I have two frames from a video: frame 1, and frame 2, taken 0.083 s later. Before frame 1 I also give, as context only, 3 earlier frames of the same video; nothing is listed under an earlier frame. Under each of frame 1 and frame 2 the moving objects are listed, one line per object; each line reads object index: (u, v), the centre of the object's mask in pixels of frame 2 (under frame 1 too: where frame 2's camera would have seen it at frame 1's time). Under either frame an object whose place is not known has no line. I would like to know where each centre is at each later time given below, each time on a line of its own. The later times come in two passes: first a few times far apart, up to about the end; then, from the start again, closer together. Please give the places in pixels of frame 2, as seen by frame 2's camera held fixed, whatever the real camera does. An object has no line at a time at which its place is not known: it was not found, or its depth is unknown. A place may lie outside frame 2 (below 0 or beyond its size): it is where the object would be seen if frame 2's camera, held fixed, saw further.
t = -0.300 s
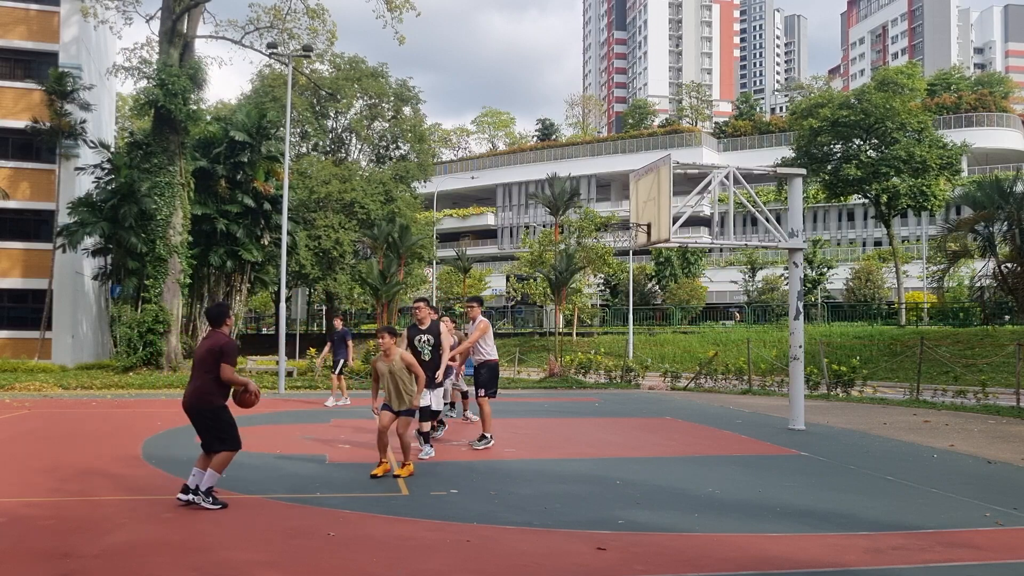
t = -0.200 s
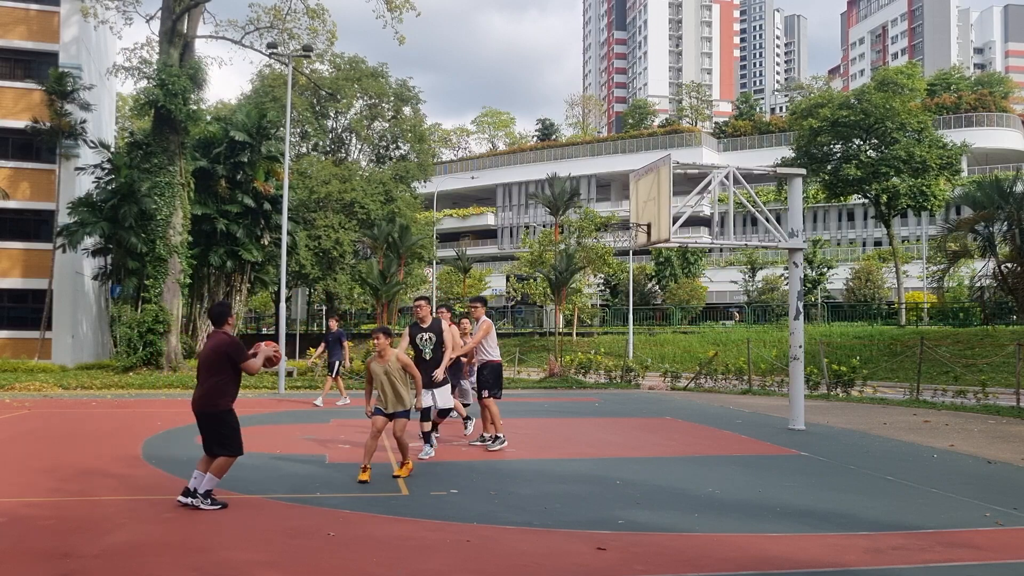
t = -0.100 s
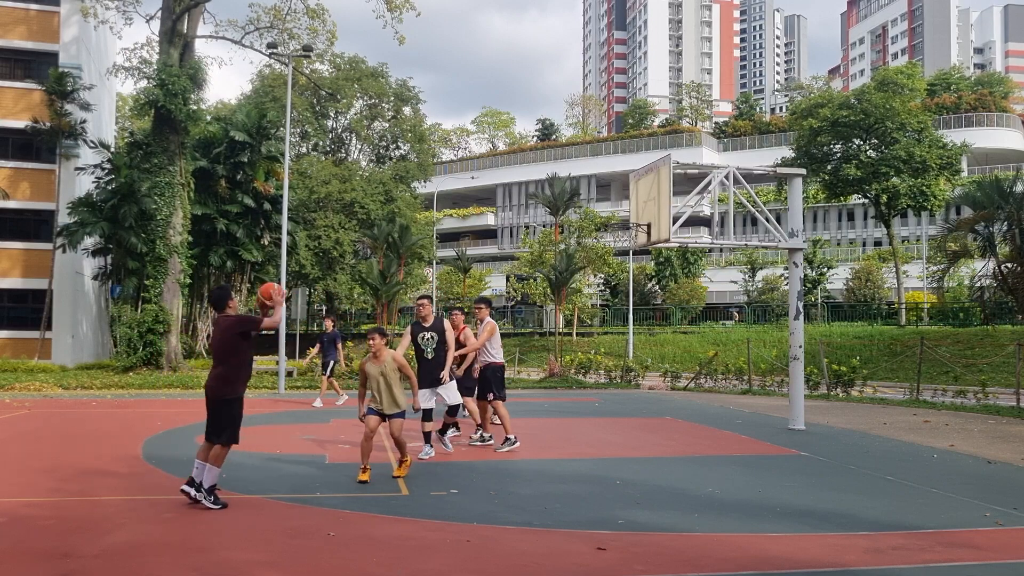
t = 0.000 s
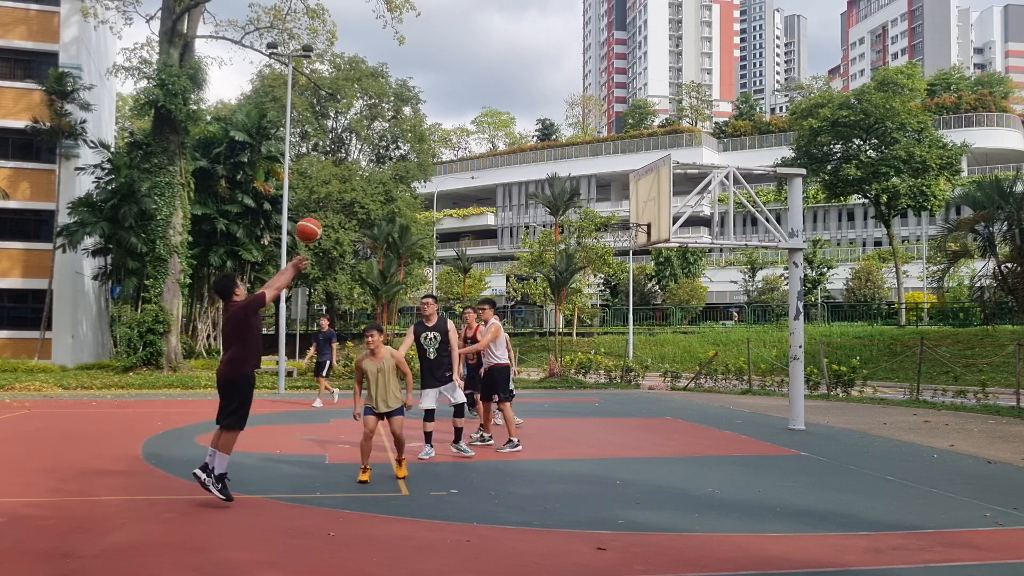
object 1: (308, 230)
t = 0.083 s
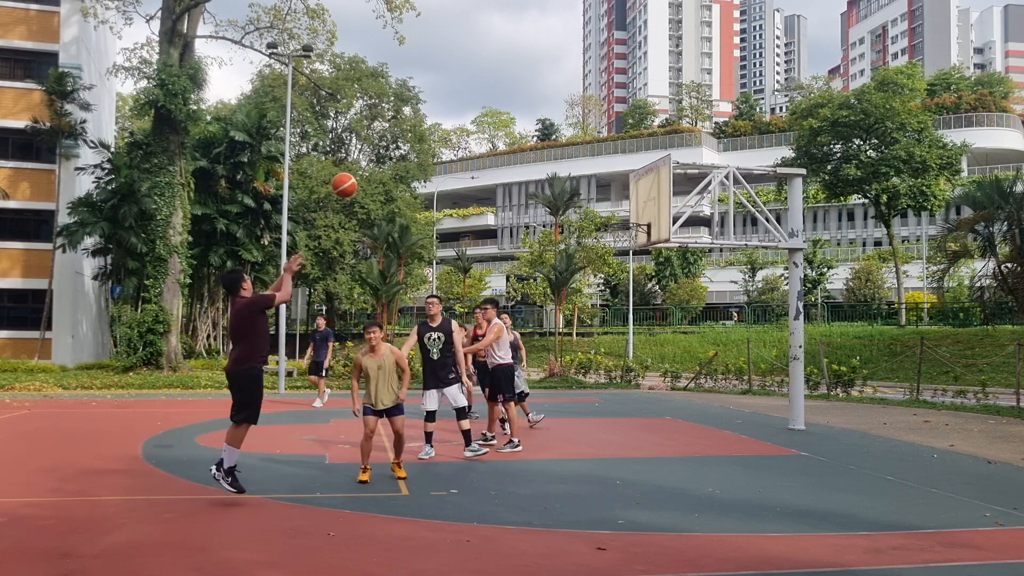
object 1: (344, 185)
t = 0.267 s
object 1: (412, 118)
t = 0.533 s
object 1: (492, 88)
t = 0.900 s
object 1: (576, 137)
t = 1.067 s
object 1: (610, 184)
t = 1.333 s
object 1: (654, 236)
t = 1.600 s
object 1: (706, 312)
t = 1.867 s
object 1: (769, 456)
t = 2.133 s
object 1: (831, 339)
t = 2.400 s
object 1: (906, 275)
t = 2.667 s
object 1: (999, 282)
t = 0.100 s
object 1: (351, 177)
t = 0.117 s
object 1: (358, 169)
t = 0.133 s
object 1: (364, 162)
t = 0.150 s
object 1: (371, 156)
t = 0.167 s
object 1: (377, 150)
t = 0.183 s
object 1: (383, 143)
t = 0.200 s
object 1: (389, 138)
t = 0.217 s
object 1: (395, 133)
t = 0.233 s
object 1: (401, 127)
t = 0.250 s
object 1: (406, 123)
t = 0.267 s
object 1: (412, 118)
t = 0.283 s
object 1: (418, 115)
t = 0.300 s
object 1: (423, 111)
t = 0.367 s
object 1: (444, 99)
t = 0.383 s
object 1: (449, 97)
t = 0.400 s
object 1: (454, 95)
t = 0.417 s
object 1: (459, 94)
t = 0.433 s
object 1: (464, 92)
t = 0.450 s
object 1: (469, 91)
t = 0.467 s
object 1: (473, 90)
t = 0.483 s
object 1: (478, 89)
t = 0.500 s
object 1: (483, 88)
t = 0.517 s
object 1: (487, 88)
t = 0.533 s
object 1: (492, 88)
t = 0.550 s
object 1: (496, 89)
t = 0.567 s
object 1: (500, 89)
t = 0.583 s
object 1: (505, 90)
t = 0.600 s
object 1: (509, 90)
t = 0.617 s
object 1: (513, 91)
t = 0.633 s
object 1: (517, 92)
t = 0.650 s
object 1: (521, 94)
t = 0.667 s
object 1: (526, 95)
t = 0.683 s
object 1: (529, 97)
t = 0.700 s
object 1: (533, 99)
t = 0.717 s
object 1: (537, 101)
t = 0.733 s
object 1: (541, 104)
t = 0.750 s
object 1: (545, 106)
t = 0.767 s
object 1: (548, 109)
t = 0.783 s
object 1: (552, 112)
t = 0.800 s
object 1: (555, 115)
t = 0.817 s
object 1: (559, 118)
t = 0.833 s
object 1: (563, 121)
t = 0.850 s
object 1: (566, 125)
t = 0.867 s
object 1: (570, 129)
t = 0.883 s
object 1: (573, 132)
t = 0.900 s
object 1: (576, 137)
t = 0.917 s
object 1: (581, 141)
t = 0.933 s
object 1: (584, 145)
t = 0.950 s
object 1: (587, 149)
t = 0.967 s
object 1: (590, 154)
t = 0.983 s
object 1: (594, 159)
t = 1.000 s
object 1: (597, 164)
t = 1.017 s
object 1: (600, 169)
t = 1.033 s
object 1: (603, 174)
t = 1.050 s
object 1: (606, 179)
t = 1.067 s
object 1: (610, 184)
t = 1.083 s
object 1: (613, 190)
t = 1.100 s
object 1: (616, 196)
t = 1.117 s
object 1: (618, 202)
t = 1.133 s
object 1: (622, 208)
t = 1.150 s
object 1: (624, 214)
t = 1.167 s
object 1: (627, 220)
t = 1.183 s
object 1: (629, 220)
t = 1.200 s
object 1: (630, 221)
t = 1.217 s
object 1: (634, 222)
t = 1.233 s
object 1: (637, 224)
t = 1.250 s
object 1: (640, 226)
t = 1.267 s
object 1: (642, 228)
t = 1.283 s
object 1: (645, 230)
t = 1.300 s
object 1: (647, 232)
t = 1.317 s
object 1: (650, 233)
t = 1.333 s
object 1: (654, 236)
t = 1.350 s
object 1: (657, 239)
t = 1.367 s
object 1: (661, 242)
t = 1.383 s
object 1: (663, 246)
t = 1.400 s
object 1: (666, 249)
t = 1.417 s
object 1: (668, 254)
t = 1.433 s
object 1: (672, 256)
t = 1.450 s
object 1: (675, 261)
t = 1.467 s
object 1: (679, 265)
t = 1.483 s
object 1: (682, 270)
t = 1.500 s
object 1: (685, 276)
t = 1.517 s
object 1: (689, 281)
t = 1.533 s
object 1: (692, 287)
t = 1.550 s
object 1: (695, 293)
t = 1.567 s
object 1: (698, 298)
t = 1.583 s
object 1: (702, 305)
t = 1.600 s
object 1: (706, 312)
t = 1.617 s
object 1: (709, 319)
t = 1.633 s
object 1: (713, 327)
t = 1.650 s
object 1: (716, 335)
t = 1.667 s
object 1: (720, 343)
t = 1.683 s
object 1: (724, 351)
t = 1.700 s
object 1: (728, 360)
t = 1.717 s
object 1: (732, 369)
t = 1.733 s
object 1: (736, 379)
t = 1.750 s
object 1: (739, 388)
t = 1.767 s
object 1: (744, 399)
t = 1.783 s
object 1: (748, 409)
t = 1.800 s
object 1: (752, 420)
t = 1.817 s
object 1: (756, 431)
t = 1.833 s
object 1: (760, 443)
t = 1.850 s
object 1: (764, 456)
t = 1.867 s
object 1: (769, 456)
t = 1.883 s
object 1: (772, 448)
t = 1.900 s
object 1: (776, 440)
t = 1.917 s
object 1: (779, 431)
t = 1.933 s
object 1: (783, 423)
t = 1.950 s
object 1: (787, 415)
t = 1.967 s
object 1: (790, 407)
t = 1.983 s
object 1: (794, 400)
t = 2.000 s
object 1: (798, 392)
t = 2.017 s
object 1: (802, 385)
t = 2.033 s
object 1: (806, 378)
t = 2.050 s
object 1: (810, 371)
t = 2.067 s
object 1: (814, 364)
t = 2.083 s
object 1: (819, 357)
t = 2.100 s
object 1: (823, 352)
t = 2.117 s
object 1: (827, 345)
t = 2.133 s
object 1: (831, 339)
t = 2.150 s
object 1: (835, 334)
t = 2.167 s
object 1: (839, 328)
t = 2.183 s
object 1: (844, 323)
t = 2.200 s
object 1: (848, 317)
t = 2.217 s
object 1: (852, 312)
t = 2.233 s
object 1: (857, 308)
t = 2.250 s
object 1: (861, 304)
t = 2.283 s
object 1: (871, 295)
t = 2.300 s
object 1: (876, 292)
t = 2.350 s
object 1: (891, 283)
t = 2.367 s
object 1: (896, 280)
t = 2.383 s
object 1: (901, 277)
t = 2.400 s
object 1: (906, 275)
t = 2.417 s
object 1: (911, 273)
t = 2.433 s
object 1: (916, 271)
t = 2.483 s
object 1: (933, 269)
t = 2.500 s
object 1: (938, 268)
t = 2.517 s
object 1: (944, 268)
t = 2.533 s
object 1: (951, 268)
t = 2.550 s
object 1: (956, 269)
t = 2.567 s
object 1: (962, 269)
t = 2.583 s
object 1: (968, 271)
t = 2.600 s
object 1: (974, 272)
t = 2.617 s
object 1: (980, 274)
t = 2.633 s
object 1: (987, 276)
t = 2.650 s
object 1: (993, 278)
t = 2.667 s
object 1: (999, 282)
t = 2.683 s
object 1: (1006, 286)
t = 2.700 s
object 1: (1011, 290)
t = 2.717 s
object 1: (1014, 294)
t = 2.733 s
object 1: (1017, 298)
